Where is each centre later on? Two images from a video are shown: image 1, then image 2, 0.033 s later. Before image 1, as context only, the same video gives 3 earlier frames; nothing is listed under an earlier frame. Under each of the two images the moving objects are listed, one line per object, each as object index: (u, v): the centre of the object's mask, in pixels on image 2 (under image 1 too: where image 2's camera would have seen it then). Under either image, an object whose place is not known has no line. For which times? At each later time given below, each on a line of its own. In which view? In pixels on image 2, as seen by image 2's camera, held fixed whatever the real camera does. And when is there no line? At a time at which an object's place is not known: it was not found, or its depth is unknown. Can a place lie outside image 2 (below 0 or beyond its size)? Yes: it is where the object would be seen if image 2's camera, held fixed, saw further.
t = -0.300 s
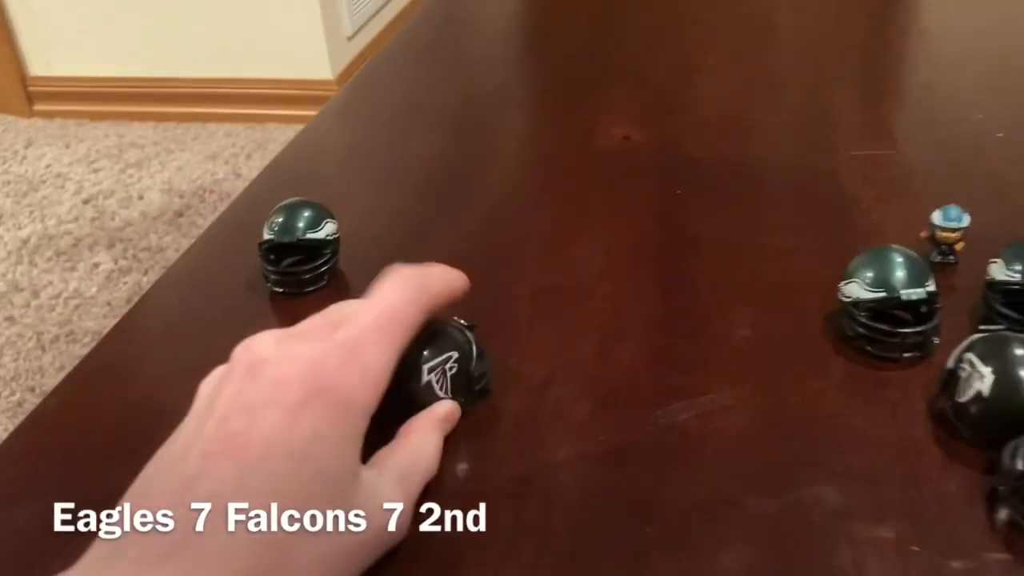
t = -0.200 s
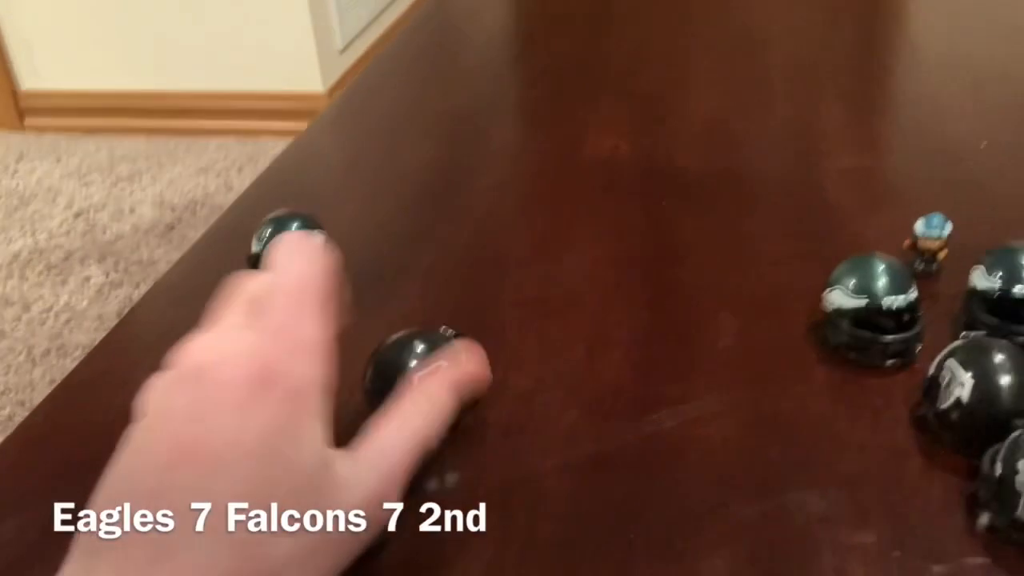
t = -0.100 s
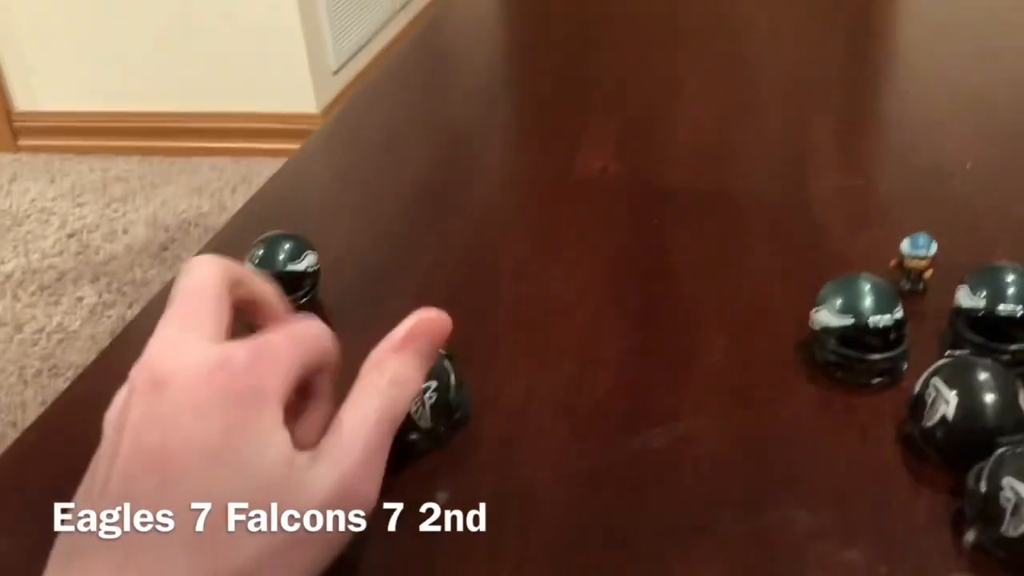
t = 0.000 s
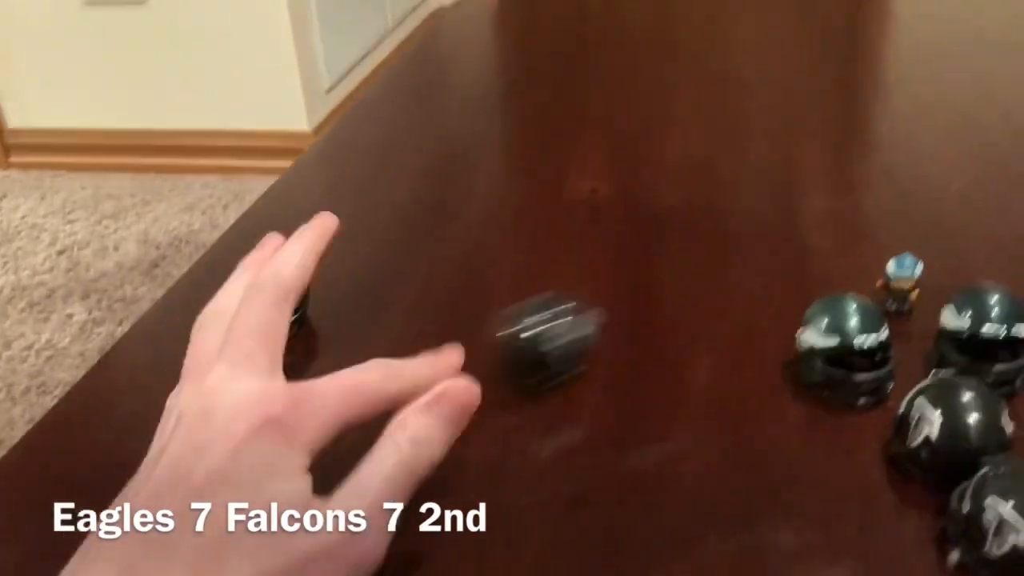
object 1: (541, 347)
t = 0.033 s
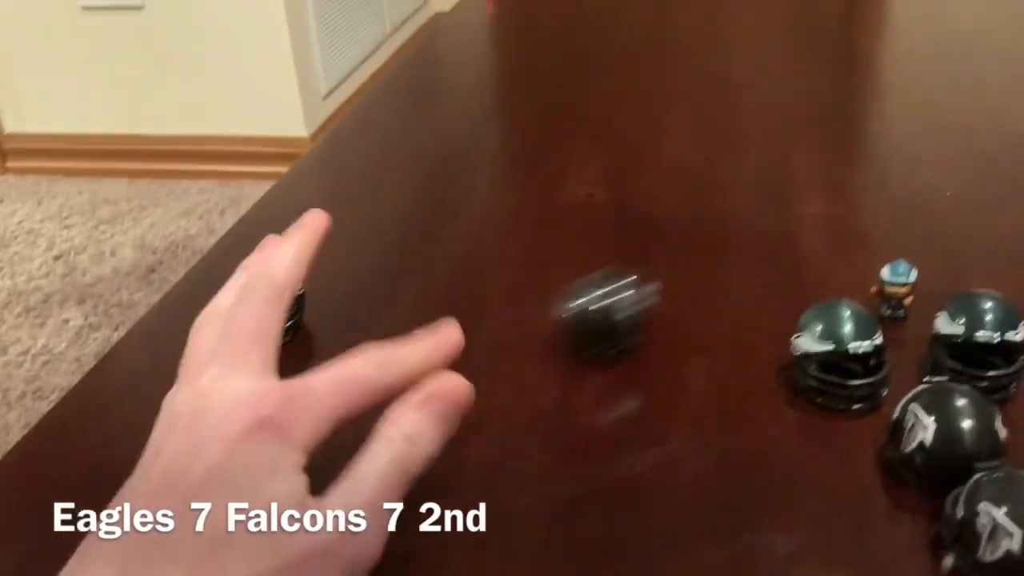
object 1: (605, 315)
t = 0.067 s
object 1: (660, 285)
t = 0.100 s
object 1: (705, 262)
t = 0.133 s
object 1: (748, 240)
